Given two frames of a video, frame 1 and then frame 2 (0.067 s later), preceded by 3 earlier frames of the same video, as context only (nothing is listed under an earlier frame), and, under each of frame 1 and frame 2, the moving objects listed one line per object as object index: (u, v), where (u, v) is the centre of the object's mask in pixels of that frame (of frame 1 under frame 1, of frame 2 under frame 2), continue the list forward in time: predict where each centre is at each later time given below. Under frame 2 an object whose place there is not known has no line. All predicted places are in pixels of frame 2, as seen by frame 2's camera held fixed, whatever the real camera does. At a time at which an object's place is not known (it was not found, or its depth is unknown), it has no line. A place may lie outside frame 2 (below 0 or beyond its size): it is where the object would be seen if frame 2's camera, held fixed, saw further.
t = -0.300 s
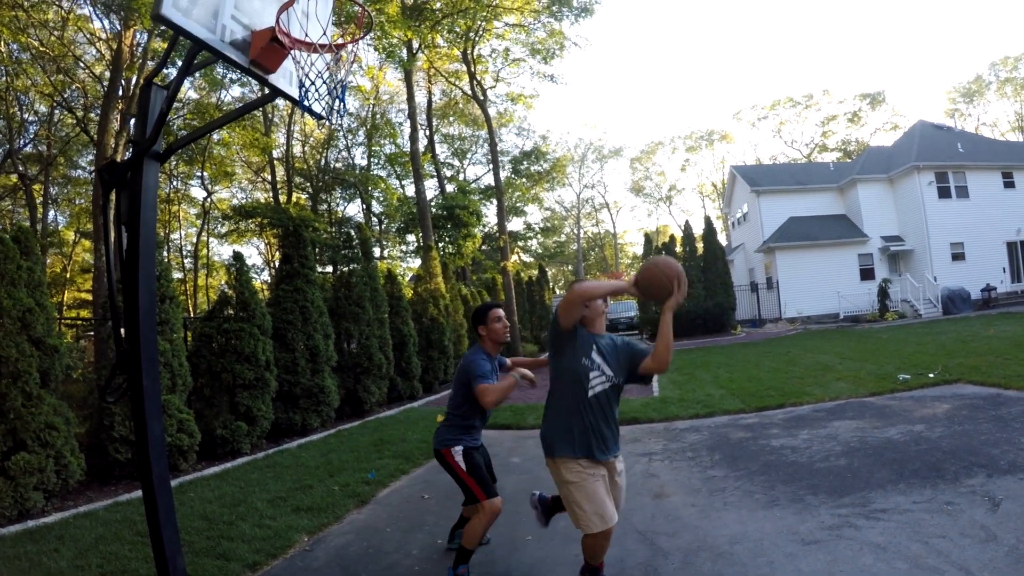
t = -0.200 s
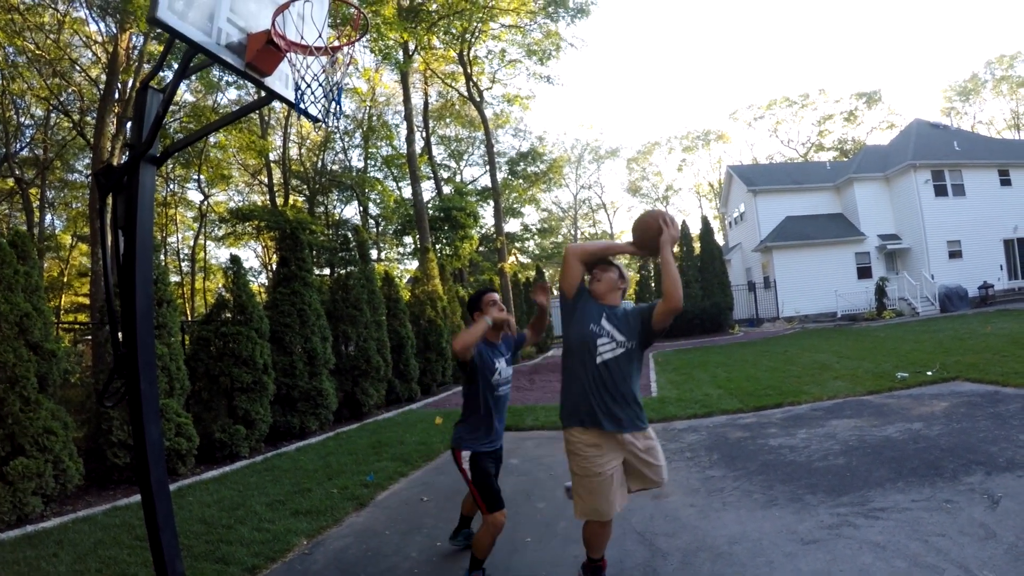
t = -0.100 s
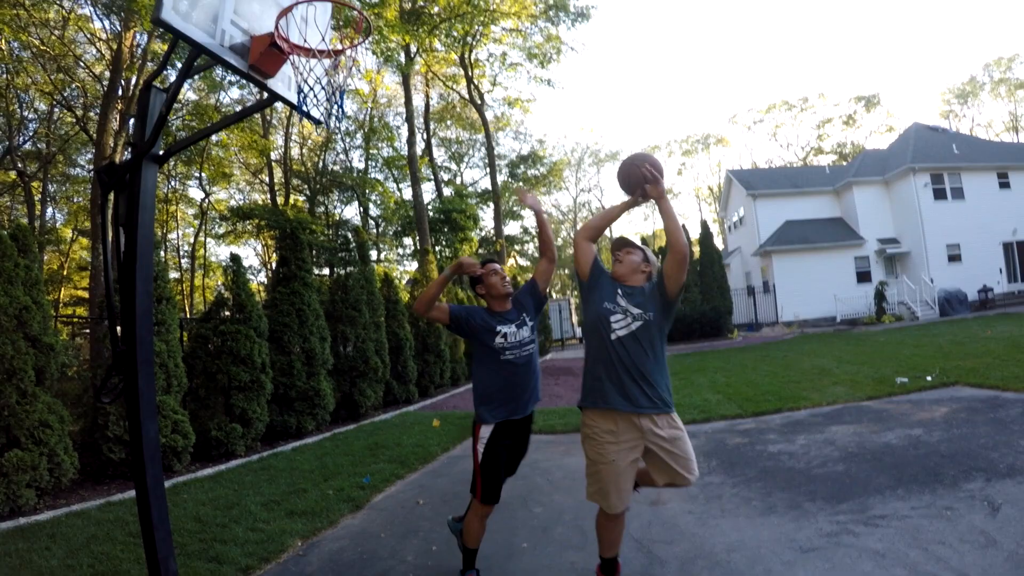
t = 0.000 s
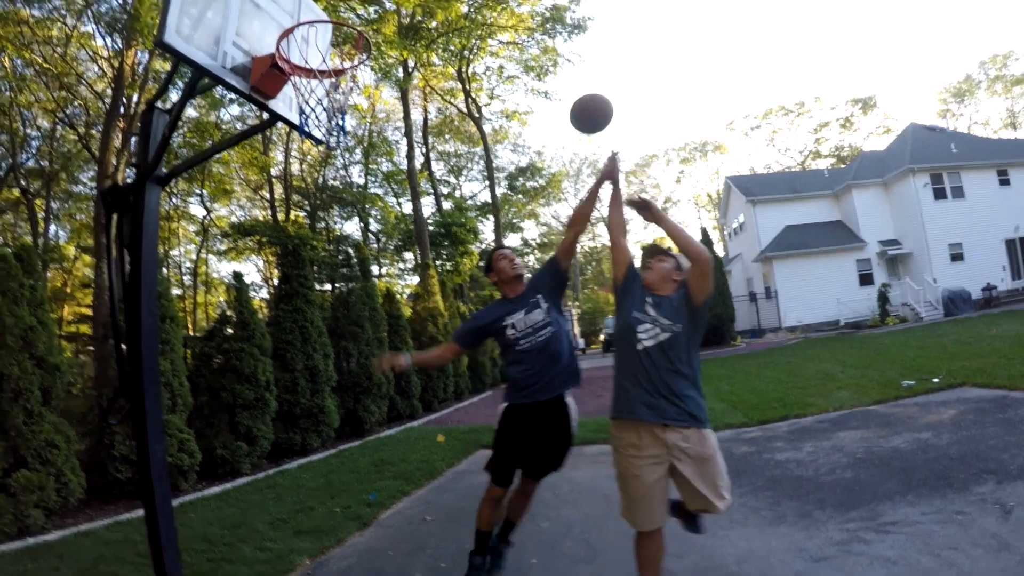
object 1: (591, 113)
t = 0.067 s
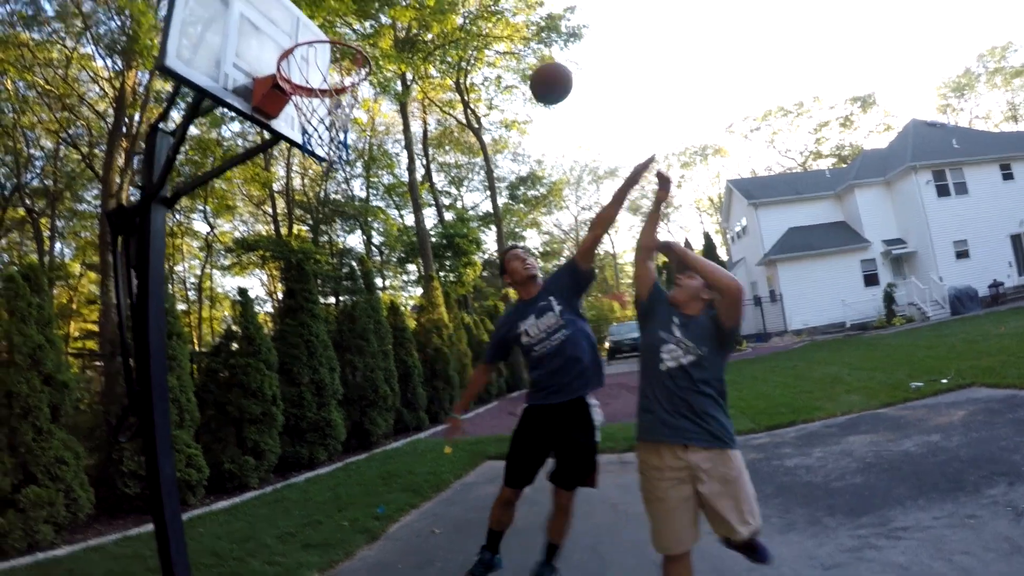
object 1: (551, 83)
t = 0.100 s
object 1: (533, 67)
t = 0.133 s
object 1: (513, 53)
